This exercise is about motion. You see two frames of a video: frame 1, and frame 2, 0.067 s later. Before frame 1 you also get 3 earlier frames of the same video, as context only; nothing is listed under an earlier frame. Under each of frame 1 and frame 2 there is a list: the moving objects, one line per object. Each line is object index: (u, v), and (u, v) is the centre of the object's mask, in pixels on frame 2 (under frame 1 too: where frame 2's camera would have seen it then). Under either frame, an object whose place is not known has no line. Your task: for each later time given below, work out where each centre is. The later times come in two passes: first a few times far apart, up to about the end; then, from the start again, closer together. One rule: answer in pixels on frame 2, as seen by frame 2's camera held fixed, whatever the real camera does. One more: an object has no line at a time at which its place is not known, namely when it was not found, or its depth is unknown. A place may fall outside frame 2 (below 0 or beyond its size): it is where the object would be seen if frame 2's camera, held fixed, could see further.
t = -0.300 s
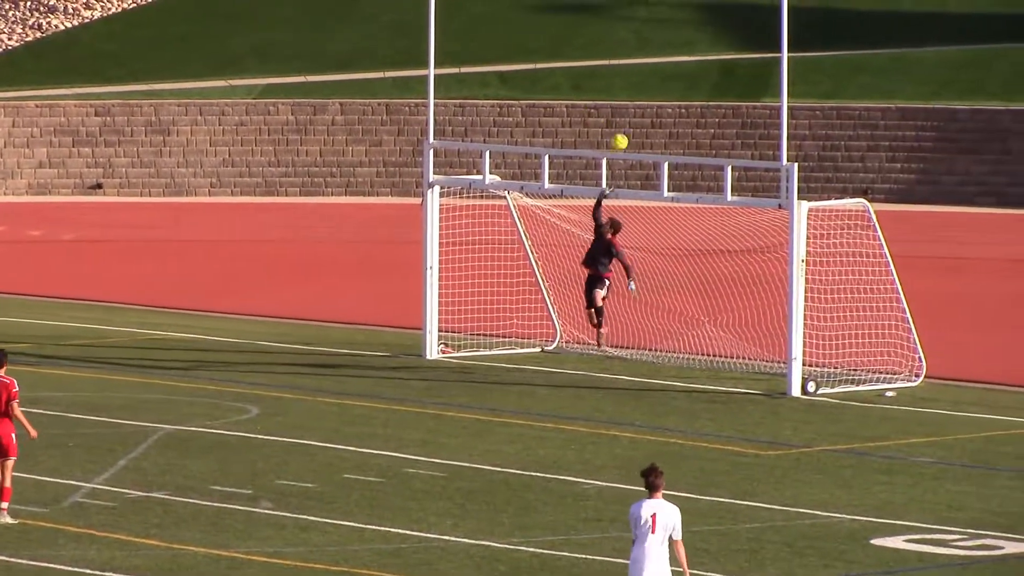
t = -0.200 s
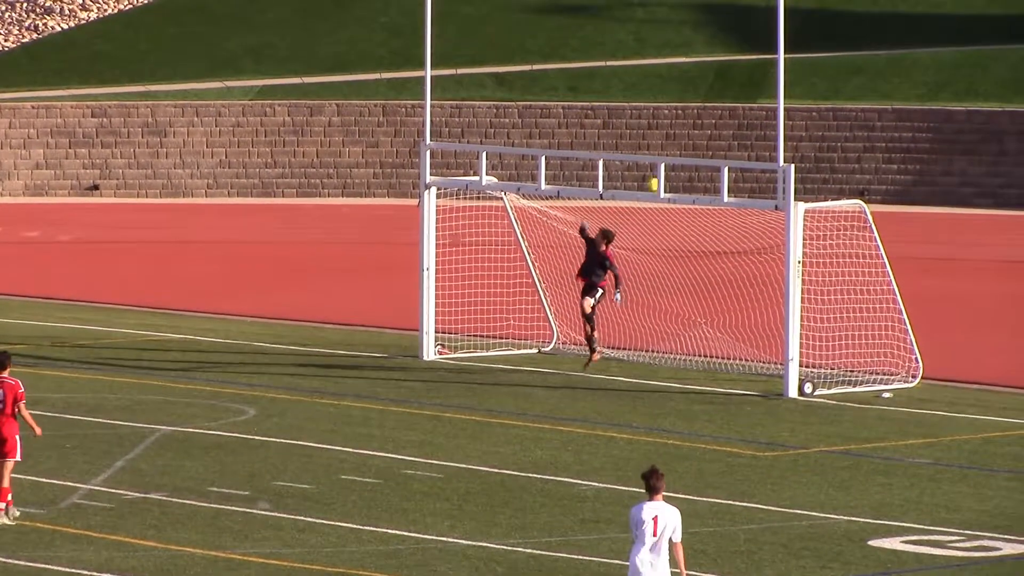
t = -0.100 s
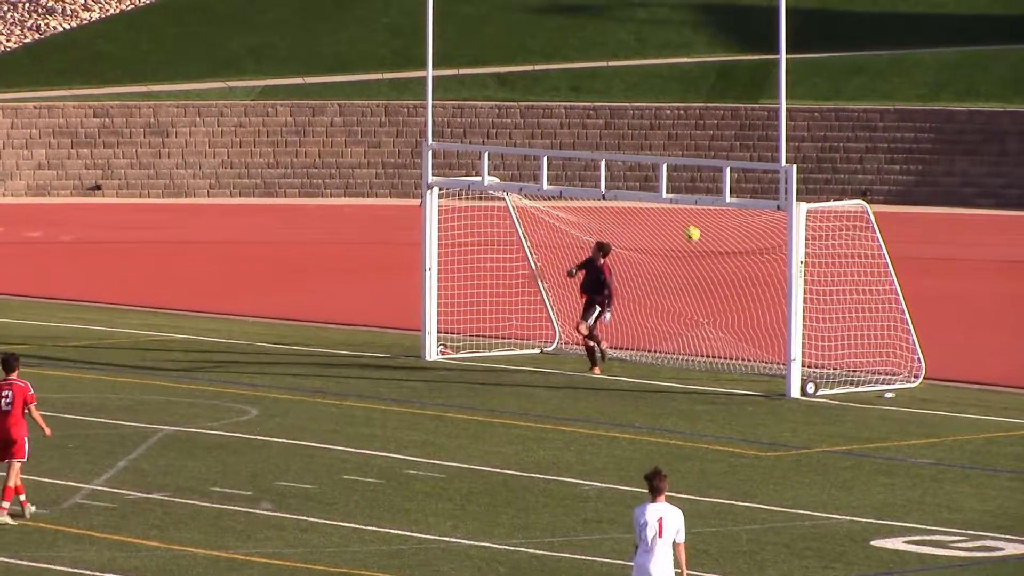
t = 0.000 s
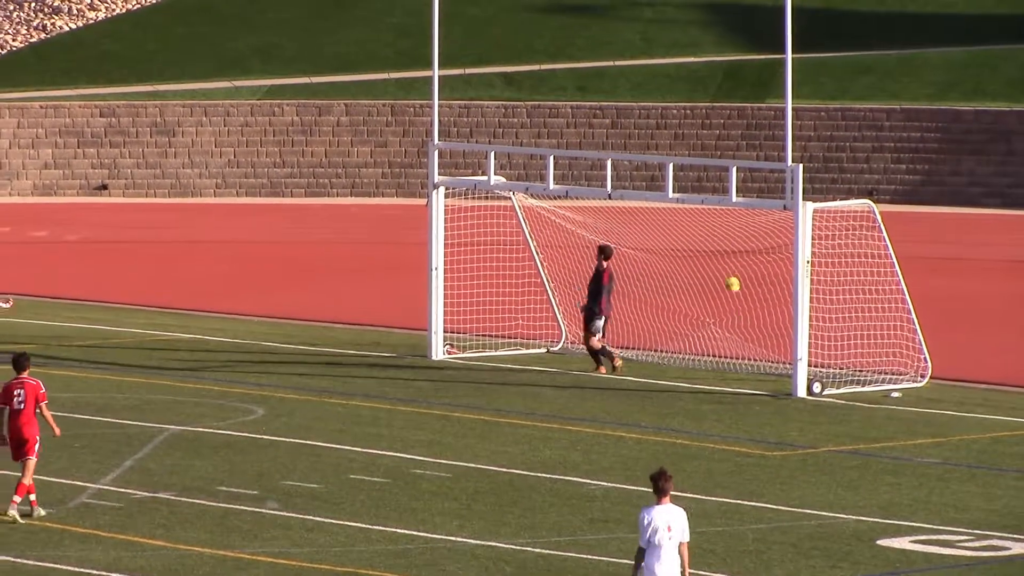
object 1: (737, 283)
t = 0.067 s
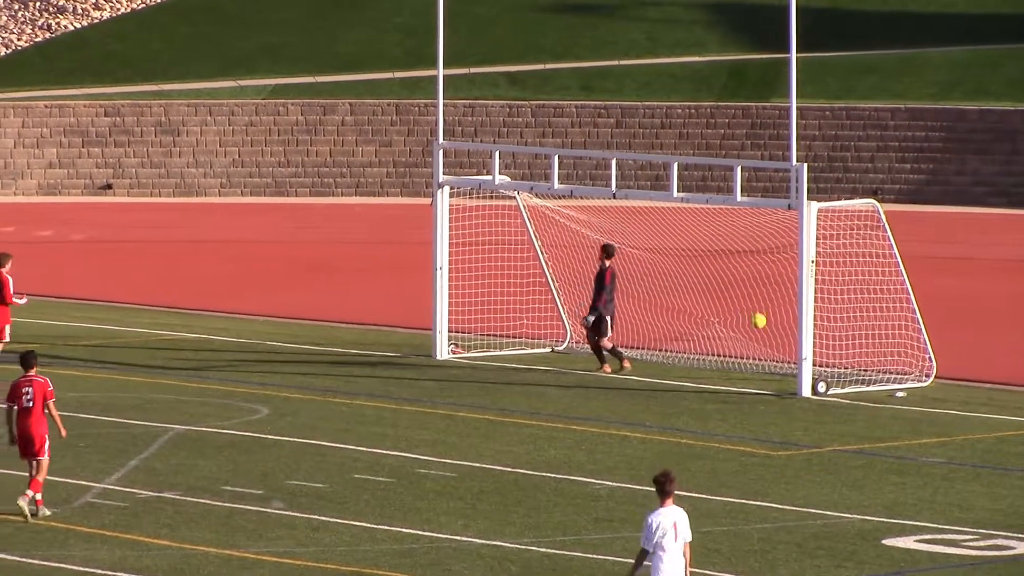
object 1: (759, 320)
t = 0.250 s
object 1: (793, 263)
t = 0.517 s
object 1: (832, 182)
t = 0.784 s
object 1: (868, 156)
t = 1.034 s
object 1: (901, 175)
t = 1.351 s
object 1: (939, 257)
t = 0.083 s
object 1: (764, 330)
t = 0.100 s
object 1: (769, 333)
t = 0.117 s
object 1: (772, 324)
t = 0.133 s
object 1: (774, 316)
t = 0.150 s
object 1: (777, 307)
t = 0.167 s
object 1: (779, 299)
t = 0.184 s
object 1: (781, 292)
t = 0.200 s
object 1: (784, 284)
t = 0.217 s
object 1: (787, 276)
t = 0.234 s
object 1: (790, 268)
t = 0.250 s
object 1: (793, 263)
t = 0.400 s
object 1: (819, 211)
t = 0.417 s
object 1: (818, 205)
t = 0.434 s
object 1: (820, 199)
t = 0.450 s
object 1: (823, 196)
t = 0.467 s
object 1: (824, 193)
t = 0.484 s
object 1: (826, 189)
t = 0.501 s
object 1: (829, 186)
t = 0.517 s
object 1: (832, 182)
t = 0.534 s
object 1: (834, 179)
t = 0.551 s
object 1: (836, 176)
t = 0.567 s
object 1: (839, 173)
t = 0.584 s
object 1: (841, 170)
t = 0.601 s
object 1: (843, 168)
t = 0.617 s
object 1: (845, 166)
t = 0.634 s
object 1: (848, 164)
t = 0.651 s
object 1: (850, 162)
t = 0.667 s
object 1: (852, 160)
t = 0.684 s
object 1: (856, 159)
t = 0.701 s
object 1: (857, 158)
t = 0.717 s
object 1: (858, 157)
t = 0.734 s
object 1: (862, 156)
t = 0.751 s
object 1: (864, 156)
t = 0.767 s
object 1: (866, 156)
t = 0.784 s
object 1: (868, 156)
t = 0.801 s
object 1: (872, 155)
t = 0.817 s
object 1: (873, 155)
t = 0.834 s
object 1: (876, 156)
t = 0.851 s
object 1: (878, 157)
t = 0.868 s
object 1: (879, 157)
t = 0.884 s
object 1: (883, 158)
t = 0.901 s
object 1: (885, 159)
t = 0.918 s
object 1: (887, 160)
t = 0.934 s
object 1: (889, 162)
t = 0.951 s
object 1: (891, 163)
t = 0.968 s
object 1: (893, 166)
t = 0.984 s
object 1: (894, 168)
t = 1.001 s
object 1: (897, 170)
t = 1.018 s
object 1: (899, 172)
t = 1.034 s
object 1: (901, 175)
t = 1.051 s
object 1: (904, 178)
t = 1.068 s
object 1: (905, 181)
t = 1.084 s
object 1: (907, 184)
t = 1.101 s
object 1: (909, 187)
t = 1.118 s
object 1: (911, 191)
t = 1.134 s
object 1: (913, 195)
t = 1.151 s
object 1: (915, 198)
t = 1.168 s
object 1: (916, 203)
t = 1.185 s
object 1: (918, 206)
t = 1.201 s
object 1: (921, 211)
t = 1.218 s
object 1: (924, 215)
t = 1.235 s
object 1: (925, 221)
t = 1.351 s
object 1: (939, 257)
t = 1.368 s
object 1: (940, 263)
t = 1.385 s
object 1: (942, 269)
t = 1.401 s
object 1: (943, 274)
